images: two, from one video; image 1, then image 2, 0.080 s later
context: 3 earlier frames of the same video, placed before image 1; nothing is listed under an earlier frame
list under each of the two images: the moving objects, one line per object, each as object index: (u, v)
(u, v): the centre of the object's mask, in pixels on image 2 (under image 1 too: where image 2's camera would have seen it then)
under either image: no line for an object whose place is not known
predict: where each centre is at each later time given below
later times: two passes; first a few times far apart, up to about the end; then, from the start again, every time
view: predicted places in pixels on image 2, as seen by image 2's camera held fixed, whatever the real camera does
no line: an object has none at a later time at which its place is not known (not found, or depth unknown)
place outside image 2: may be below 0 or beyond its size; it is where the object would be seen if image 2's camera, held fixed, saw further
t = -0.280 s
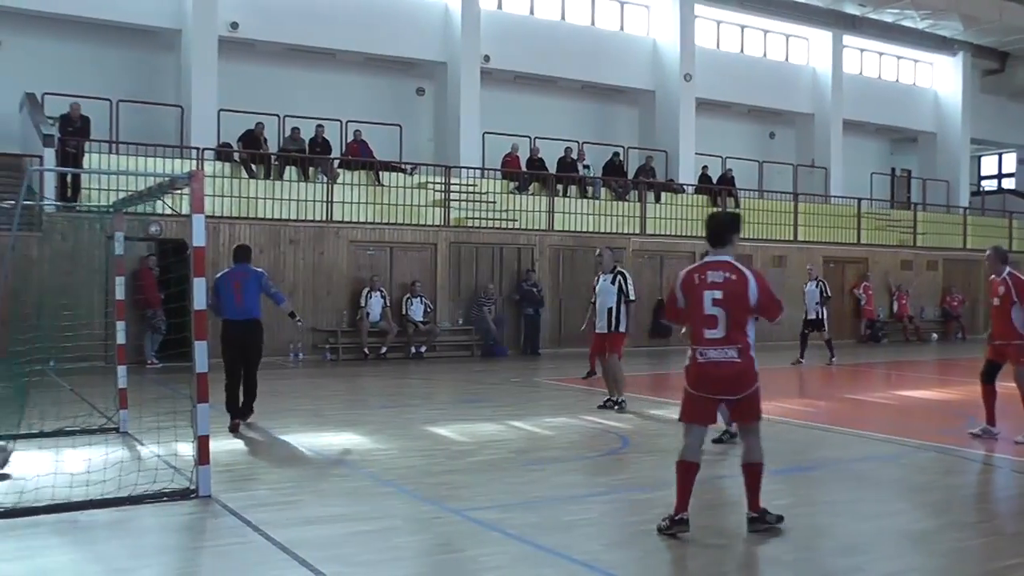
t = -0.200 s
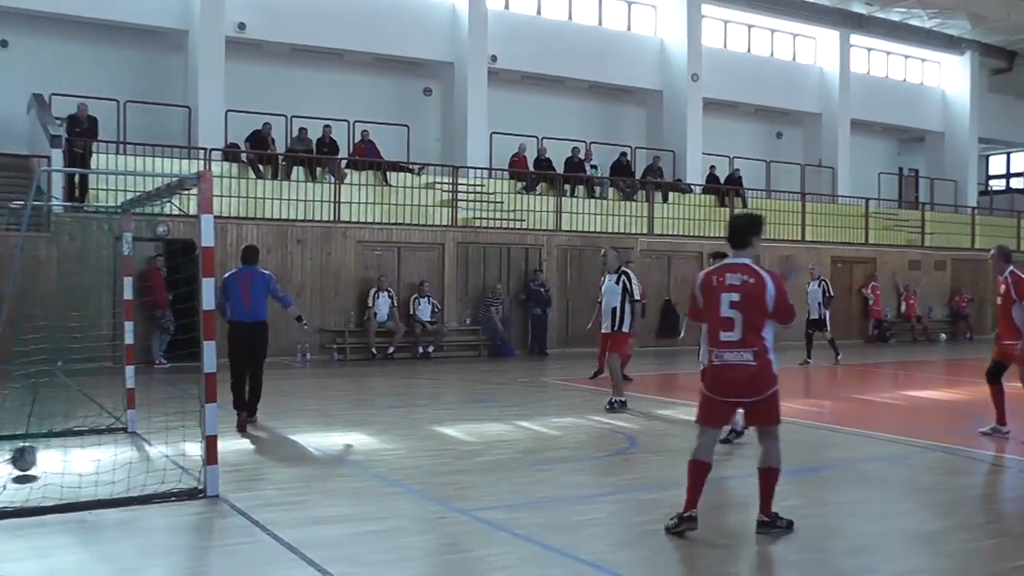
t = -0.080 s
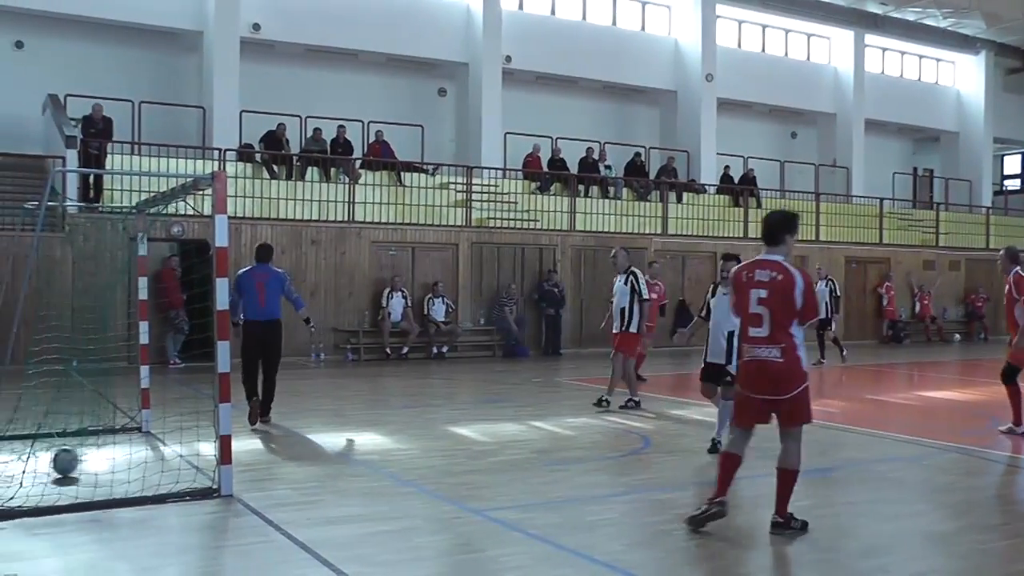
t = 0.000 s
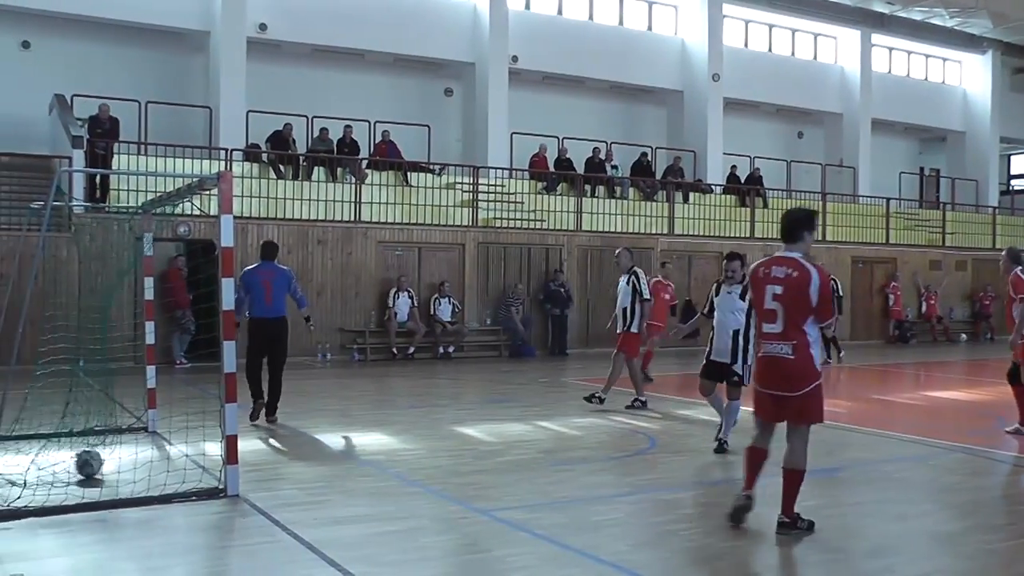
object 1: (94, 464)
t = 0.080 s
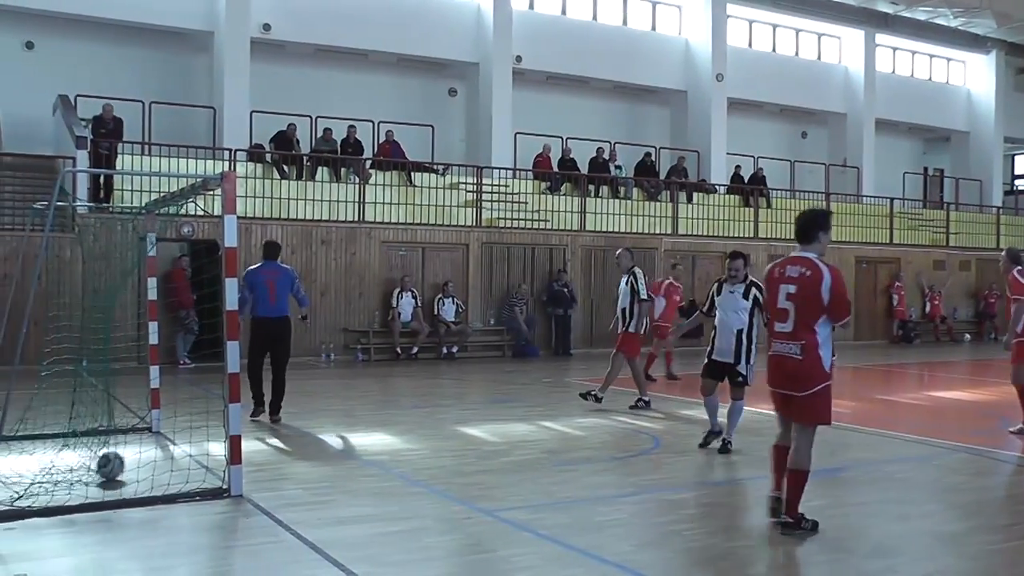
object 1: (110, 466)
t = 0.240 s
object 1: (143, 469)
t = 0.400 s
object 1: (179, 473)
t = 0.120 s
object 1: (118, 467)
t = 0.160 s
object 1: (126, 468)
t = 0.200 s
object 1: (135, 468)
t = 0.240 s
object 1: (143, 469)
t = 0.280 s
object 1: (152, 470)
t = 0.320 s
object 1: (161, 471)
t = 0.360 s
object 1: (169, 472)
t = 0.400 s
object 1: (179, 473)
